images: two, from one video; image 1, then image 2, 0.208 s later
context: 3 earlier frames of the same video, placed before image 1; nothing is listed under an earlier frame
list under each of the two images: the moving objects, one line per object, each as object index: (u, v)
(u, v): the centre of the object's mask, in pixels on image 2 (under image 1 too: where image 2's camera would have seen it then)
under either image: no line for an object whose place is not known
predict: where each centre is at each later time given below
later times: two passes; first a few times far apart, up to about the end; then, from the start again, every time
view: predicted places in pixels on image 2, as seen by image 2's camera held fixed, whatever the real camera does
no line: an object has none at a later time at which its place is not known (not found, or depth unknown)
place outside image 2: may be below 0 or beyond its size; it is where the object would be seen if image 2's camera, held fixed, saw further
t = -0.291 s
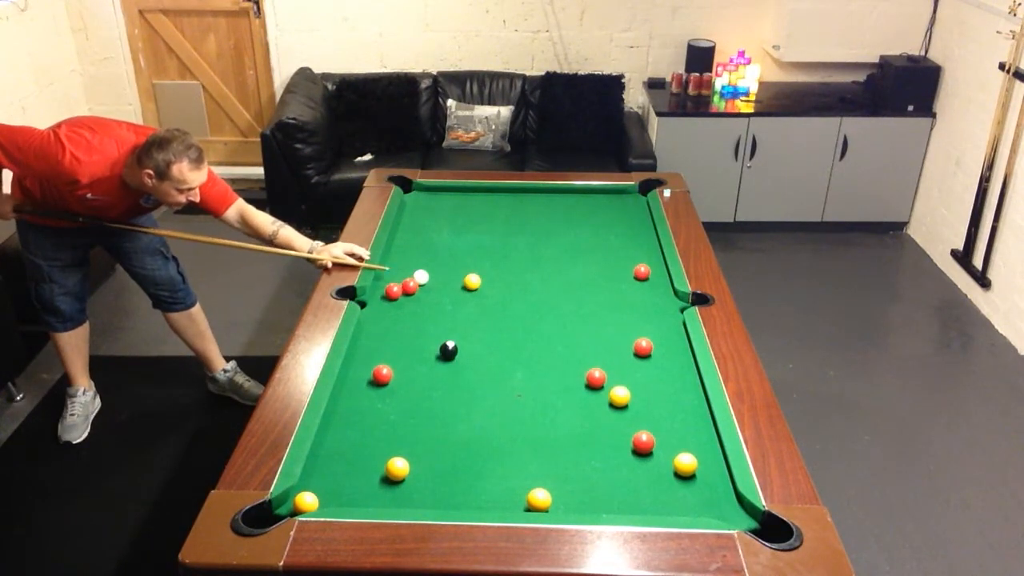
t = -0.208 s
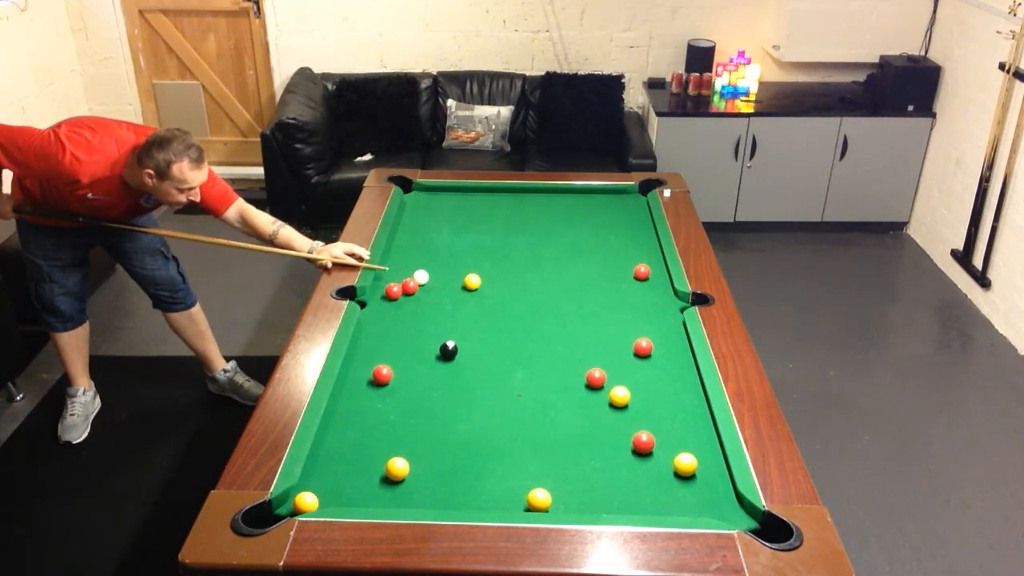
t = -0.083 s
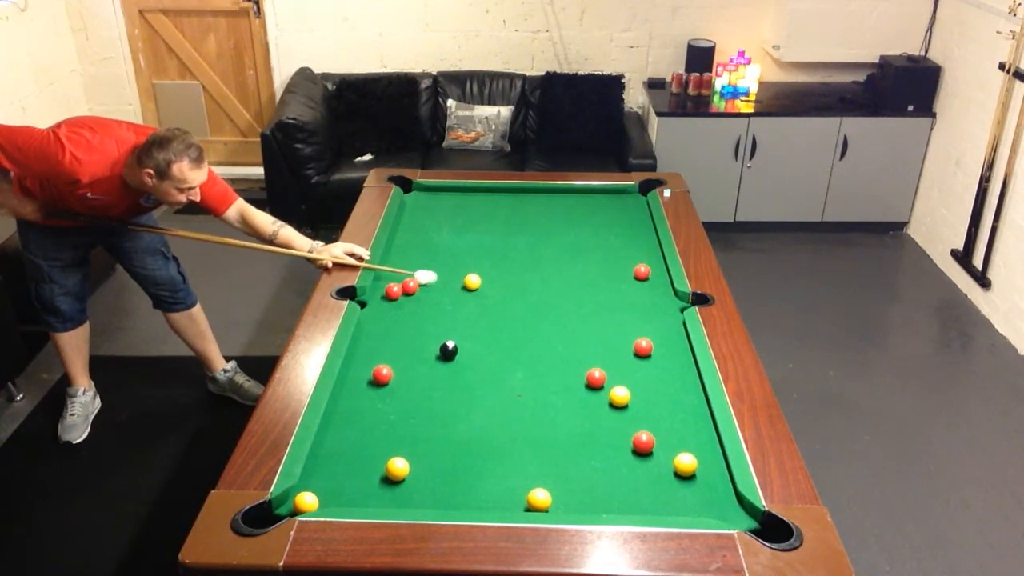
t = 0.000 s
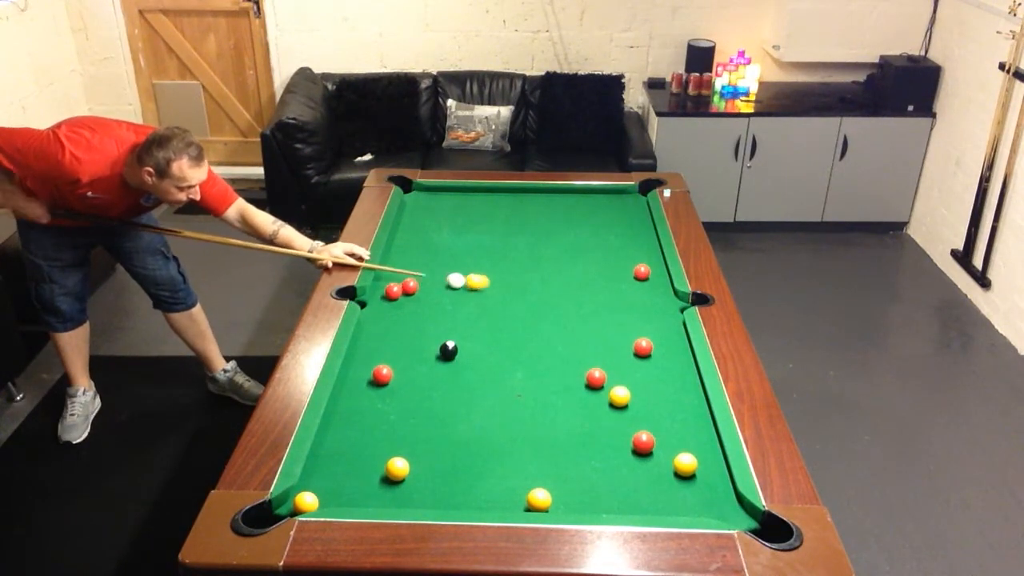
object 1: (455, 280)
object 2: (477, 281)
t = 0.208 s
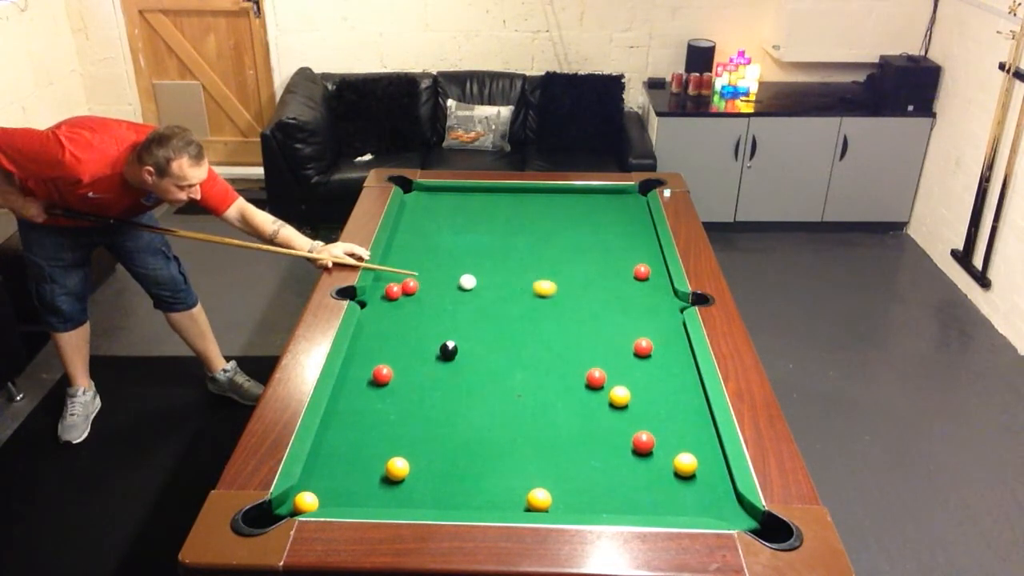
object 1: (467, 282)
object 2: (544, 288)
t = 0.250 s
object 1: (471, 282)
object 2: (556, 289)
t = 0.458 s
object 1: (487, 284)
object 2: (613, 294)
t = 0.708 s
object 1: (506, 286)
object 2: (682, 301)
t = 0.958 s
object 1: (523, 288)
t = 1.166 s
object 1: (536, 290)
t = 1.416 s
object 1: (550, 292)
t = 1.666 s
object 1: (562, 293)
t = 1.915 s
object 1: (573, 295)
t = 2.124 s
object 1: (580, 296)
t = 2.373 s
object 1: (587, 297)
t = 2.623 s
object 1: (592, 298)
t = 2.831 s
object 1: (595, 298)
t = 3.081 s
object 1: (597, 299)
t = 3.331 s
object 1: (597, 299)
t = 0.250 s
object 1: (471, 282)
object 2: (556, 289)
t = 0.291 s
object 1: (474, 282)
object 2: (567, 290)
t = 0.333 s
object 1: (478, 283)
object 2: (579, 291)
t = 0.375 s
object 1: (481, 283)
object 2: (591, 292)
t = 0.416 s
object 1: (484, 283)
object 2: (602, 293)
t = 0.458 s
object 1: (487, 284)
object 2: (613, 294)
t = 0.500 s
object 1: (491, 284)
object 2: (625, 295)
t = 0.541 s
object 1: (494, 285)
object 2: (636, 296)
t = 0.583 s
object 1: (497, 285)
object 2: (648, 297)
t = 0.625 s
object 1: (500, 285)
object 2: (659, 298)
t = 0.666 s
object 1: (503, 286)
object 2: (671, 299)
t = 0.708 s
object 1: (506, 286)
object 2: (682, 301)
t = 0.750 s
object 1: (509, 286)
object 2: (690, 302)
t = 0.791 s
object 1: (512, 287)
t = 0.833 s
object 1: (515, 287)
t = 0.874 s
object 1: (518, 288)
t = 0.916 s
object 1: (521, 288)
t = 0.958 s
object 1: (523, 288)
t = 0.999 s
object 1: (526, 289)
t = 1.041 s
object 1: (528, 289)
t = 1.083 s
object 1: (531, 289)
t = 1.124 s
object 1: (534, 290)
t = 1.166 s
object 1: (536, 290)
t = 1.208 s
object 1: (538, 290)
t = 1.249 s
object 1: (541, 291)
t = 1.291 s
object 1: (543, 291)
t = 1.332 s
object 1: (546, 291)
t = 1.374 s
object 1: (548, 292)
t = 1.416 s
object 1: (550, 292)
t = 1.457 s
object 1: (552, 292)
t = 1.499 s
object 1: (554, 293)
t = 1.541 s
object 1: (556, 293)
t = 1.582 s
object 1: (558, 293)
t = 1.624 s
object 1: (560, 293)
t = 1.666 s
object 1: (562, 293)
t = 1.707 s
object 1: (564, 294)
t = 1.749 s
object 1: (566, 294)
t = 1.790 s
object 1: (568, 294)
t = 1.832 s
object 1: (569, 295)
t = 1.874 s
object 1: (571, 295)
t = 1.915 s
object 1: (573, 295)
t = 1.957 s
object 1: (574, 295)
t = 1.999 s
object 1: (576, 295)
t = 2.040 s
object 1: (577, 296)
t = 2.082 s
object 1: (579, 296)
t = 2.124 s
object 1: (580, 296)
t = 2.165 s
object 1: (581, 296)
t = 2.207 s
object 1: (583, 296)
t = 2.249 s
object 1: (584, 296)
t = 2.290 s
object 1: (585, 297)
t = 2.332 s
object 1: (586, 297)
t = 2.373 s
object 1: (587, 297)
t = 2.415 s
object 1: (588, 297)
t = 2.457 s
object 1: (589, 297)
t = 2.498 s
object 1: (590, 297)
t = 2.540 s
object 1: (591, 298)
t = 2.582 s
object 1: (592, 298)
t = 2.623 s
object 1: (592, 298)
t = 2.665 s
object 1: (593, 298)
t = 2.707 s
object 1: (594, 298)
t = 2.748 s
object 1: (594, 298)
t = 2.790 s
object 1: (595, 298)
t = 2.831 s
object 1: (595, 298)
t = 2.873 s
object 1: (596, 298)
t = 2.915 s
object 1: (596, 298)
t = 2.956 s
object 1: (596, 298)
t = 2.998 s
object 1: (597, 299)
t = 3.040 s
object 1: (597, 299)
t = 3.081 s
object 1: (597, 299)
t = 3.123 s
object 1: (597, 299)
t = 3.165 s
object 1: (597, 299)
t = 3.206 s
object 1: (597, 299)
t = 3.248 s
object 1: (597, 299)
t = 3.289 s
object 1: (597, 299)
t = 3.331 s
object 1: (597, 299)
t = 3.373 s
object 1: (597, 299)
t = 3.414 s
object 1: (597, 299)
